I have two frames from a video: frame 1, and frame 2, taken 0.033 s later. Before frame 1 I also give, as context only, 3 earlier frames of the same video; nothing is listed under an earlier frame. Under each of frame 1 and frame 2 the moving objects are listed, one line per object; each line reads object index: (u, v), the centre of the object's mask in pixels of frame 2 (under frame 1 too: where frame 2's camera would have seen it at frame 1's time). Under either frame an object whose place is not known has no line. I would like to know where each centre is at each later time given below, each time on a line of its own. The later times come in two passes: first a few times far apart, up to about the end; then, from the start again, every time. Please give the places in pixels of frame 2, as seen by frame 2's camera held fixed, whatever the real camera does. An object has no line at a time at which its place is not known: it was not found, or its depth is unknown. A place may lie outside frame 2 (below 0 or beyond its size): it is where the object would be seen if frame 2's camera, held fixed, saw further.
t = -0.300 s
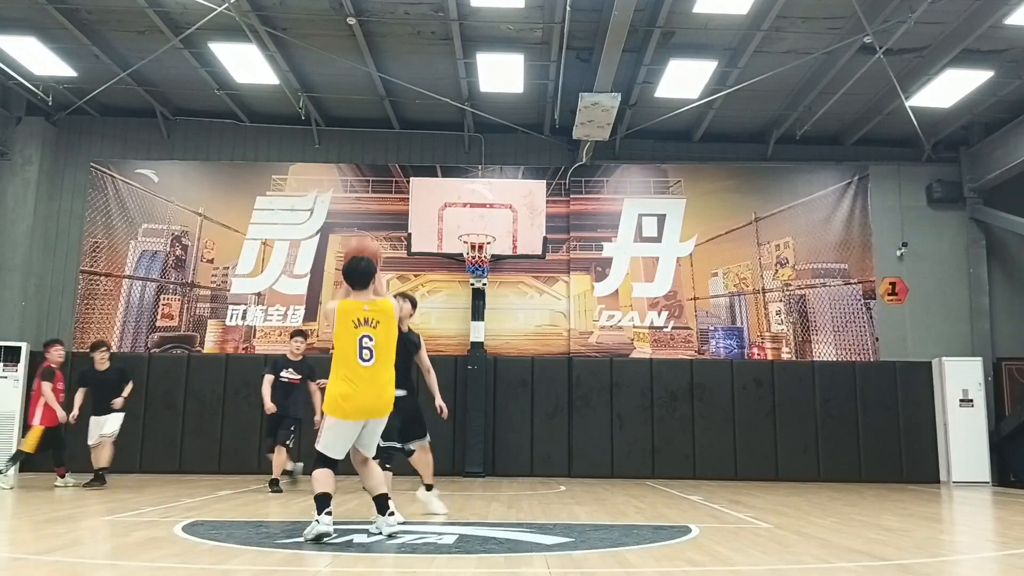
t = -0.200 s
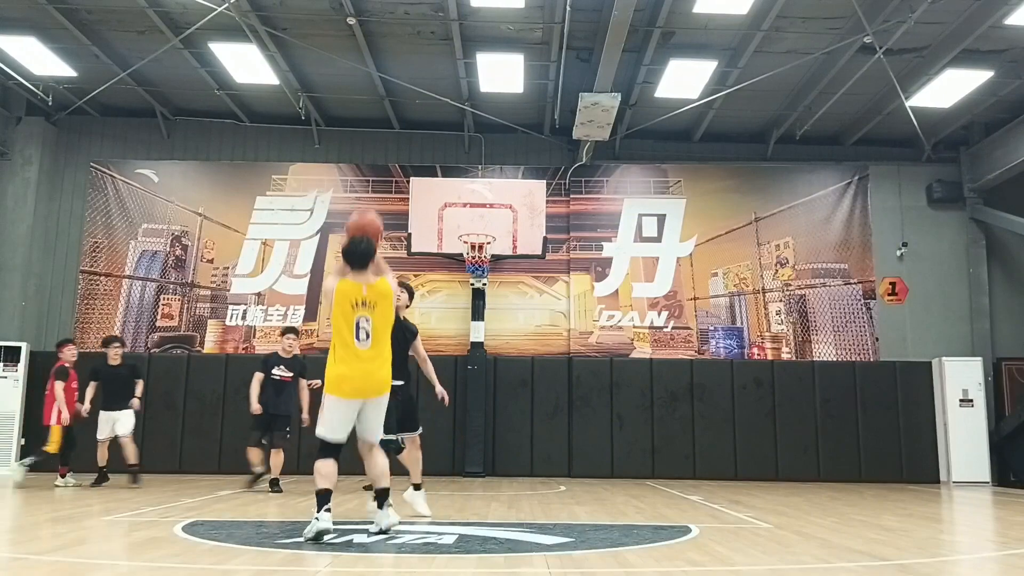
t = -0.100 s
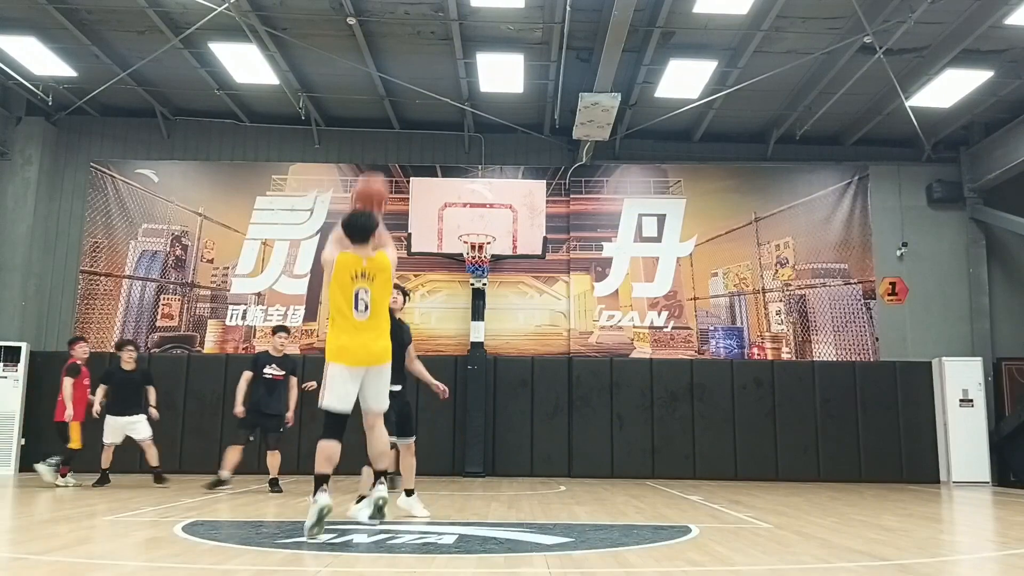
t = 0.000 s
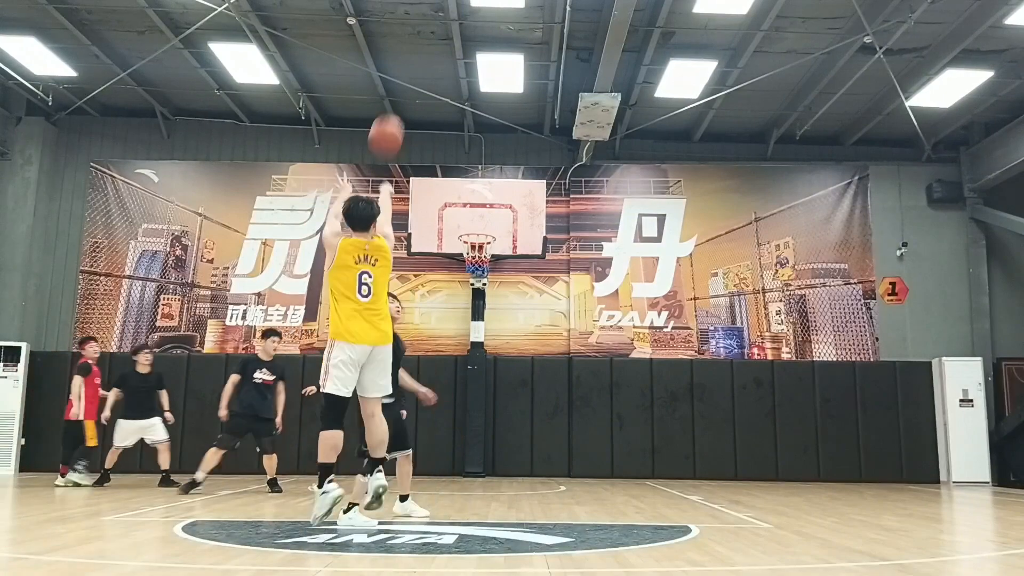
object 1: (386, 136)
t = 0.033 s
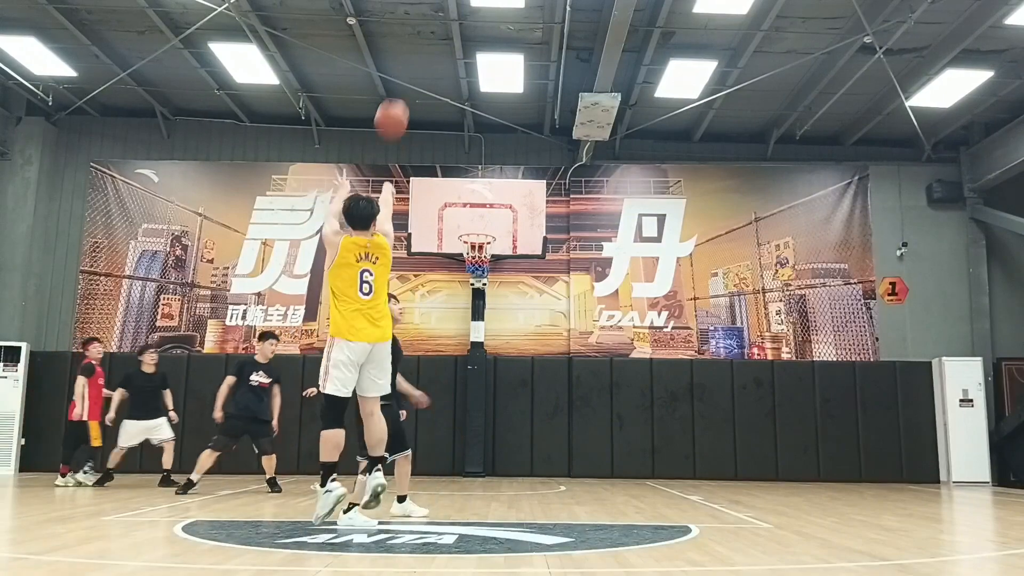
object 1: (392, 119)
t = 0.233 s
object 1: (418, 62)
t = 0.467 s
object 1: (438, 57)
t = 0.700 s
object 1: (453, 97)
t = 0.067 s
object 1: (397, 106)
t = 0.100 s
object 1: (401, 93)
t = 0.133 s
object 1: (406, 84)
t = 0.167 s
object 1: (410, 75)
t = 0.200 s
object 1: (414, 68)
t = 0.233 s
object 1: (418, 62)
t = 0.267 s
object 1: (421, 58)
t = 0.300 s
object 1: (424, 55)
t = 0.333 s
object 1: (427, 53)
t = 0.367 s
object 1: (430, 53)
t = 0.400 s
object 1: (433, 53)
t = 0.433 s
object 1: (436, 55)
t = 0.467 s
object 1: (438, 57)
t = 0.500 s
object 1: (441, 60)
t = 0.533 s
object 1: (442, 64)
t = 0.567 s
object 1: (445, 69)
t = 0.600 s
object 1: (447, 75)
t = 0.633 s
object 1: (449, 81)
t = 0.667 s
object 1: (451, 88)
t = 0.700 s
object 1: (453, 97)
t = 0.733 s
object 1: (455, 106)
